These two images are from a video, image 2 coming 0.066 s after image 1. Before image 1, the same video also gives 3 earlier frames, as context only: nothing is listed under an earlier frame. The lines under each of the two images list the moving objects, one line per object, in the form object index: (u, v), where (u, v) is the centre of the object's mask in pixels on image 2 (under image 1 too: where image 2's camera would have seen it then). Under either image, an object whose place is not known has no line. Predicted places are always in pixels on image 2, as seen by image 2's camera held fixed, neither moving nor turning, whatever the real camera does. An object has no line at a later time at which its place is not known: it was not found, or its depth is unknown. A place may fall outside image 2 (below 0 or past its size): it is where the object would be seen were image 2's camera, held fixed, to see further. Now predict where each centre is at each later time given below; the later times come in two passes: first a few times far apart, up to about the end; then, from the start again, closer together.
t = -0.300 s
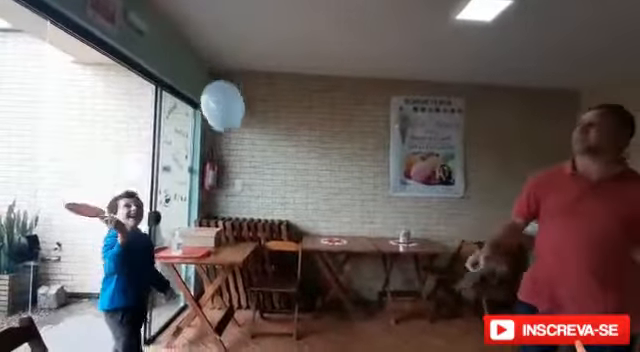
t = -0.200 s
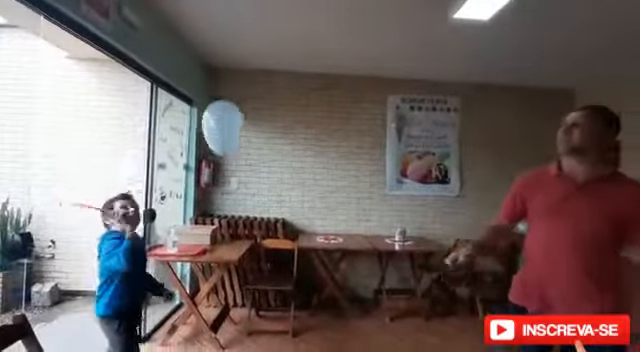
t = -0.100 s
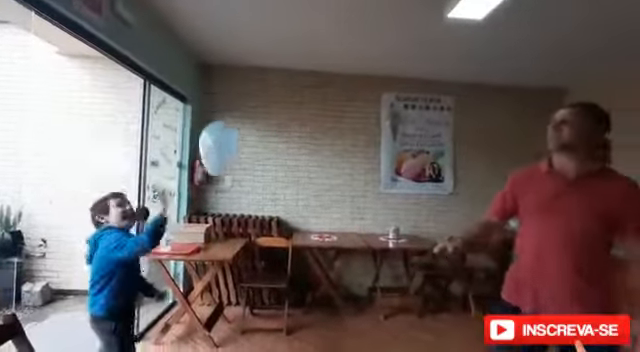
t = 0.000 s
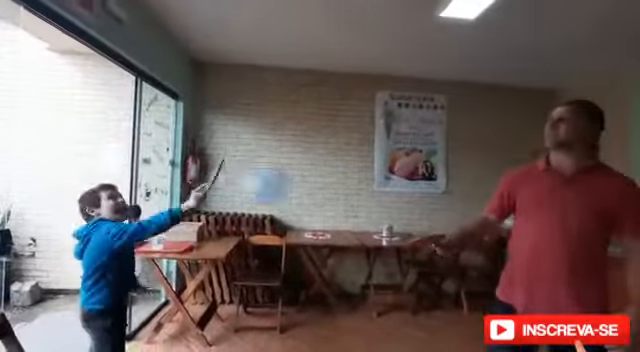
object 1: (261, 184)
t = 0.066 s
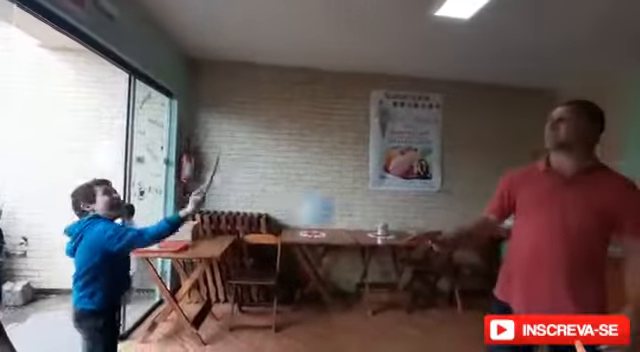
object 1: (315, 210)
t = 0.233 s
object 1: (373, 230)
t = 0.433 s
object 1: (408, 241)
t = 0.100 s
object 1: (336, 218)
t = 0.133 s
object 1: (347, 222)
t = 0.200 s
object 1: (365, 227)
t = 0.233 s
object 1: (373, 230)
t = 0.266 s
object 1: (382, 231)
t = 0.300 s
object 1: (388, 231)
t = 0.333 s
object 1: (394, 234)
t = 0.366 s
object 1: (399, 236)
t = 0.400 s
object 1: (404, 238)
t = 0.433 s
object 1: (408, 241)
